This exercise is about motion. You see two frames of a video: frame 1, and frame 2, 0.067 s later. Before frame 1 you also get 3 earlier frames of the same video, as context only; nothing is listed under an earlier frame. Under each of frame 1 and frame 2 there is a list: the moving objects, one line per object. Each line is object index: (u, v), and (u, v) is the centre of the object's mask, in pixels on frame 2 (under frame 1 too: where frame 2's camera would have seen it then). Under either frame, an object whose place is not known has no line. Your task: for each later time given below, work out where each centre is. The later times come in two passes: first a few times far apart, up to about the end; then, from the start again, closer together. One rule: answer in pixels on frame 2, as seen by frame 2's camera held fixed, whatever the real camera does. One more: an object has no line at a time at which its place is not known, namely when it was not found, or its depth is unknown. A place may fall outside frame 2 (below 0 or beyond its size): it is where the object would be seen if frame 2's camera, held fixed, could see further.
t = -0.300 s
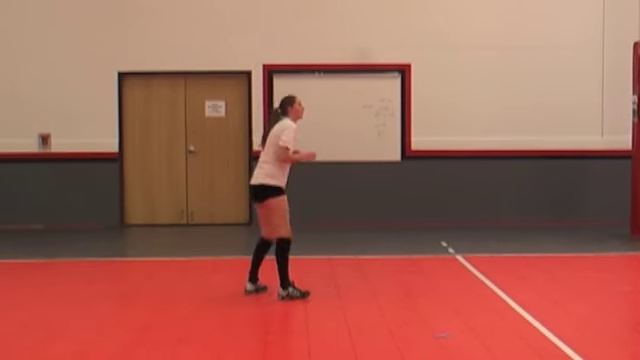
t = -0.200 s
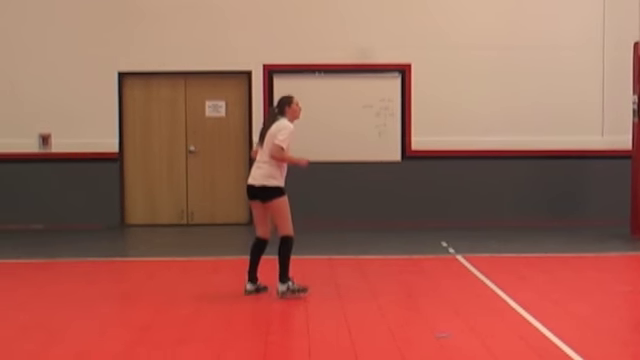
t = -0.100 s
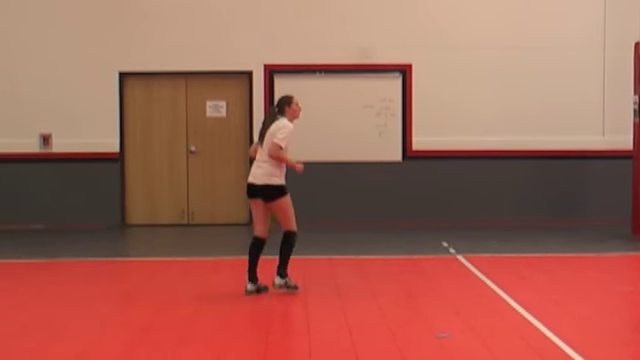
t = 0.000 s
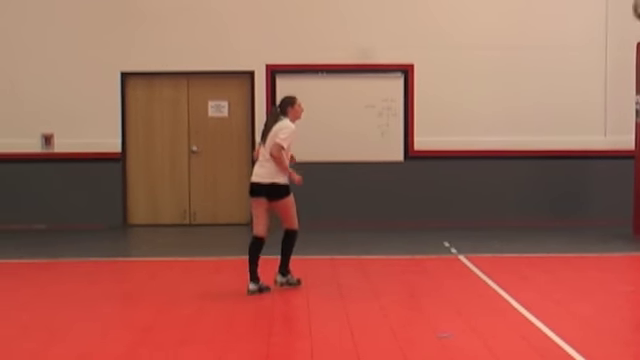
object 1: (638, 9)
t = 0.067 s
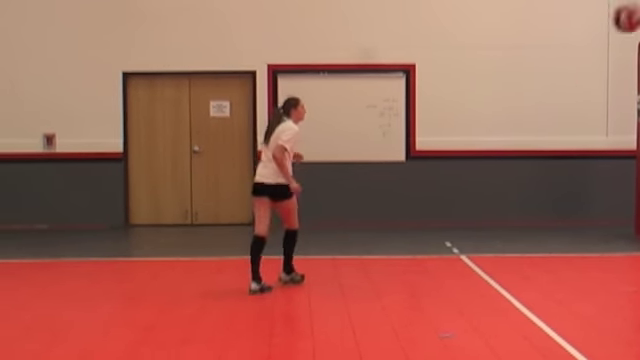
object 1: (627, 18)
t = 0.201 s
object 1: (581, 59)
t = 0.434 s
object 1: (496, 205)
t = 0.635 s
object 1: (424, 347)
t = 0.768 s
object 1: (383, 257)
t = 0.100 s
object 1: (617, 24)
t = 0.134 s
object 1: (605, 34)
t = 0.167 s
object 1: (593, 45)
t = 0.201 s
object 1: (581, 59)
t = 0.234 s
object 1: (569, 74)
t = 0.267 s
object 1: (558, 90)
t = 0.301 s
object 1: (545, 109)
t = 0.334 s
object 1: (533, 130)
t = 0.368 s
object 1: (522, 154)
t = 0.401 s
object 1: (510, 178)
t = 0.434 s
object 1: (496, 205)
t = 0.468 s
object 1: (484, 232)
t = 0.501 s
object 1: (471, 262)
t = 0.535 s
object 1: (459, 297)
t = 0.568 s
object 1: (447, 332)
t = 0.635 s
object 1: (424, 347)
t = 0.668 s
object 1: (414, 323)
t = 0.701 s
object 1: (404, 300)
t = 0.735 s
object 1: (393, 278)
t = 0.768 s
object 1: (383, 257)
